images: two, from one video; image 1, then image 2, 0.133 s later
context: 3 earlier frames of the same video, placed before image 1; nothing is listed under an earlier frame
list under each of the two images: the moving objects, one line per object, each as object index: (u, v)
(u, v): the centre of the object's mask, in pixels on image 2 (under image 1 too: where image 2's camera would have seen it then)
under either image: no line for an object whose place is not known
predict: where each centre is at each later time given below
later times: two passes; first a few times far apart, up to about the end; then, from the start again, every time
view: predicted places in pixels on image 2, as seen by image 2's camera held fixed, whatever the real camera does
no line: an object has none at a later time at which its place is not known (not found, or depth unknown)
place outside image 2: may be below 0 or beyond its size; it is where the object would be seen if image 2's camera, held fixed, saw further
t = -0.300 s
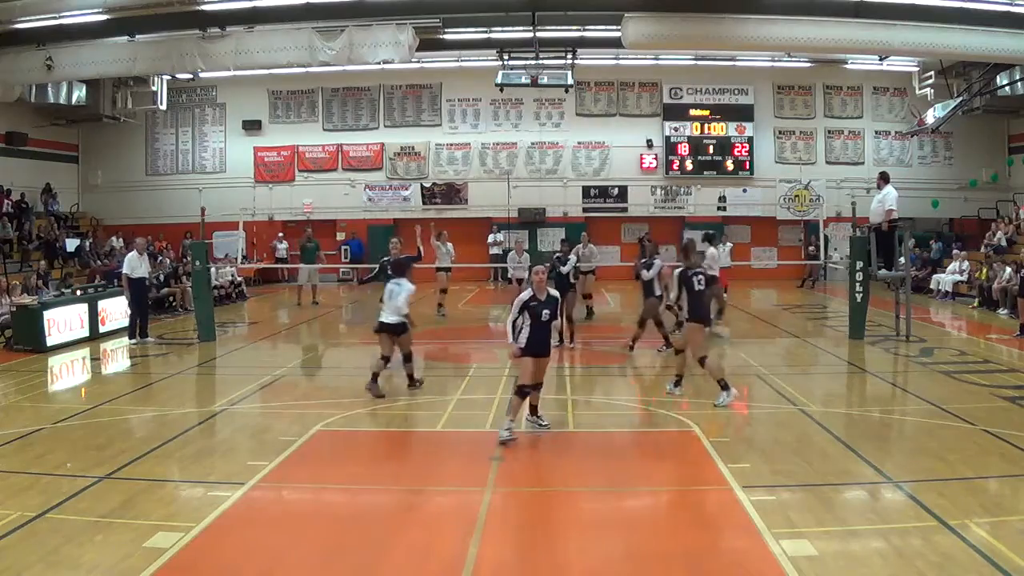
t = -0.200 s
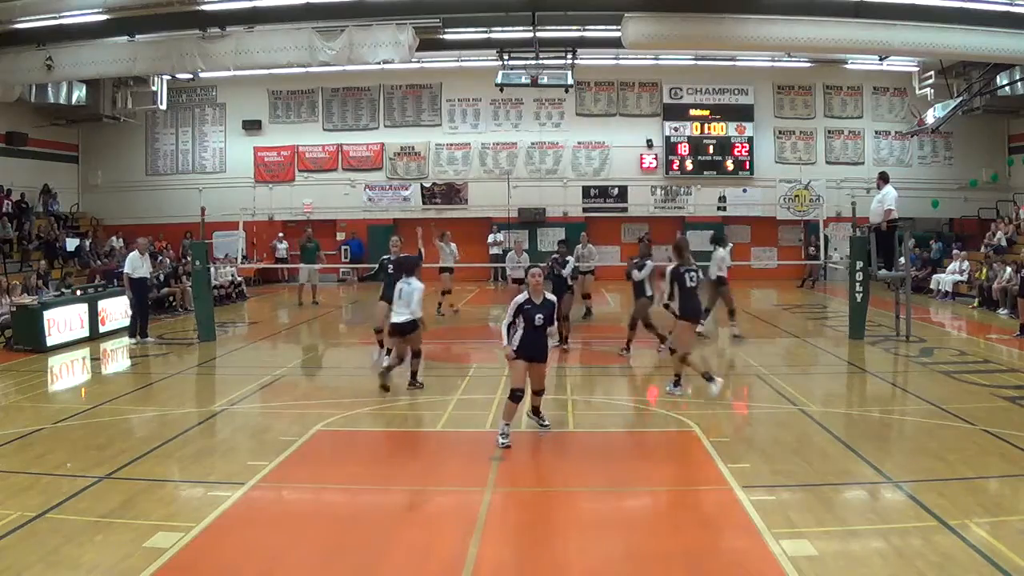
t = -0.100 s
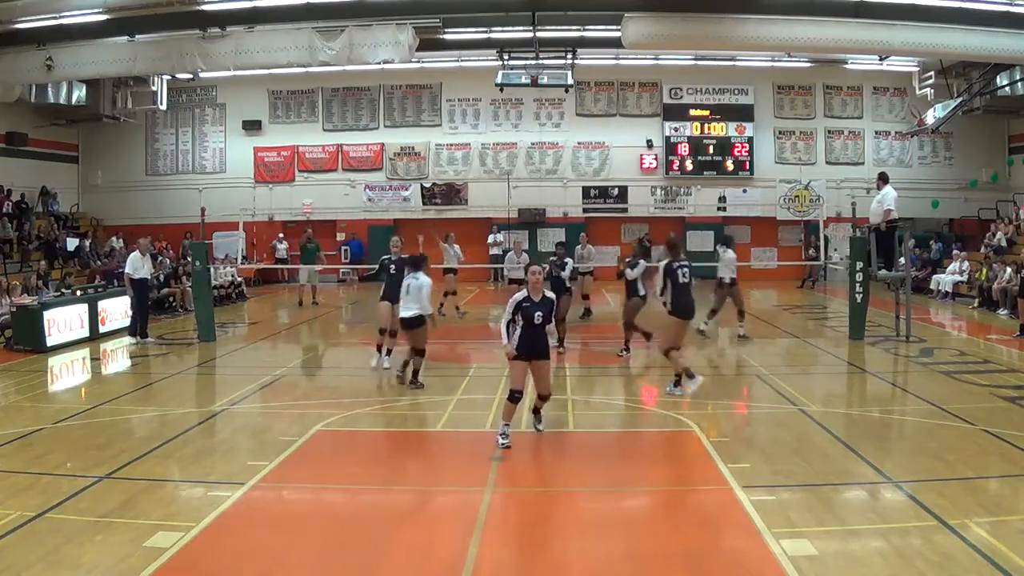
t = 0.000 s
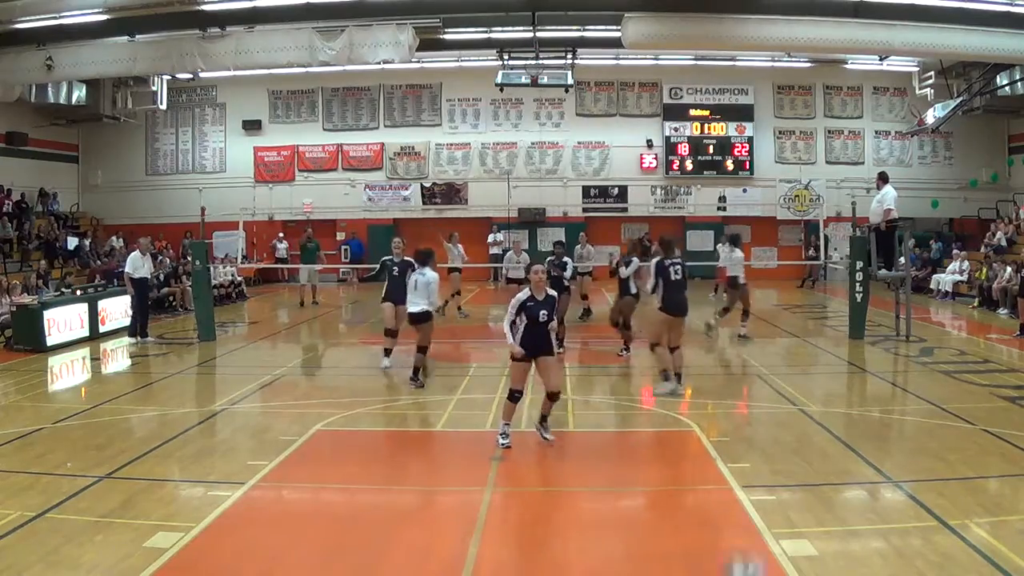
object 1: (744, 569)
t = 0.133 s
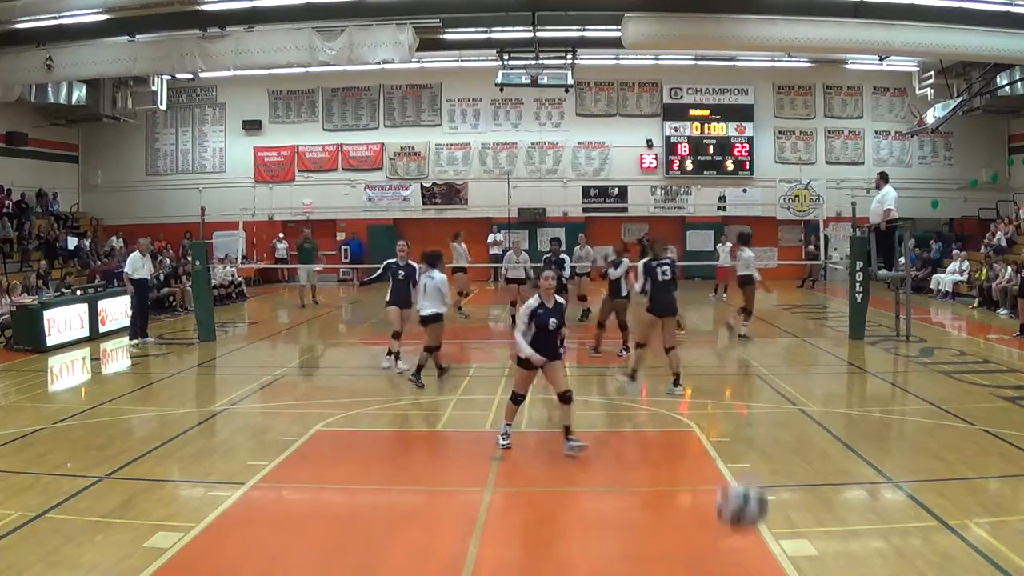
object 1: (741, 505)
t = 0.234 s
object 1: (737, 474)
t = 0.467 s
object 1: (729, 490)
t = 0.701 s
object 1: (717, 560)
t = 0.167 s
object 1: (741, 490)
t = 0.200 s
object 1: (738, 481)
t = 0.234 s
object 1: (737, 474)
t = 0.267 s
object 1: (736, 469)
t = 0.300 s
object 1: (735, 469)
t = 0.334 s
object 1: (734, 468)
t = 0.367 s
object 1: (734, 471)
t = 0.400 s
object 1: (731, 476)
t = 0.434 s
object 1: (729, 482)
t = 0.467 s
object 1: (729, 490)
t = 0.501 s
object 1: (726, 502)
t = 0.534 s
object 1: (724, 514)
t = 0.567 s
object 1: (723, 529)
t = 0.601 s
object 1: (722, 545)
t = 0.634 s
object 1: (719, 559)
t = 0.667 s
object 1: (717, 568)
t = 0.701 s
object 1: (717, 560)
